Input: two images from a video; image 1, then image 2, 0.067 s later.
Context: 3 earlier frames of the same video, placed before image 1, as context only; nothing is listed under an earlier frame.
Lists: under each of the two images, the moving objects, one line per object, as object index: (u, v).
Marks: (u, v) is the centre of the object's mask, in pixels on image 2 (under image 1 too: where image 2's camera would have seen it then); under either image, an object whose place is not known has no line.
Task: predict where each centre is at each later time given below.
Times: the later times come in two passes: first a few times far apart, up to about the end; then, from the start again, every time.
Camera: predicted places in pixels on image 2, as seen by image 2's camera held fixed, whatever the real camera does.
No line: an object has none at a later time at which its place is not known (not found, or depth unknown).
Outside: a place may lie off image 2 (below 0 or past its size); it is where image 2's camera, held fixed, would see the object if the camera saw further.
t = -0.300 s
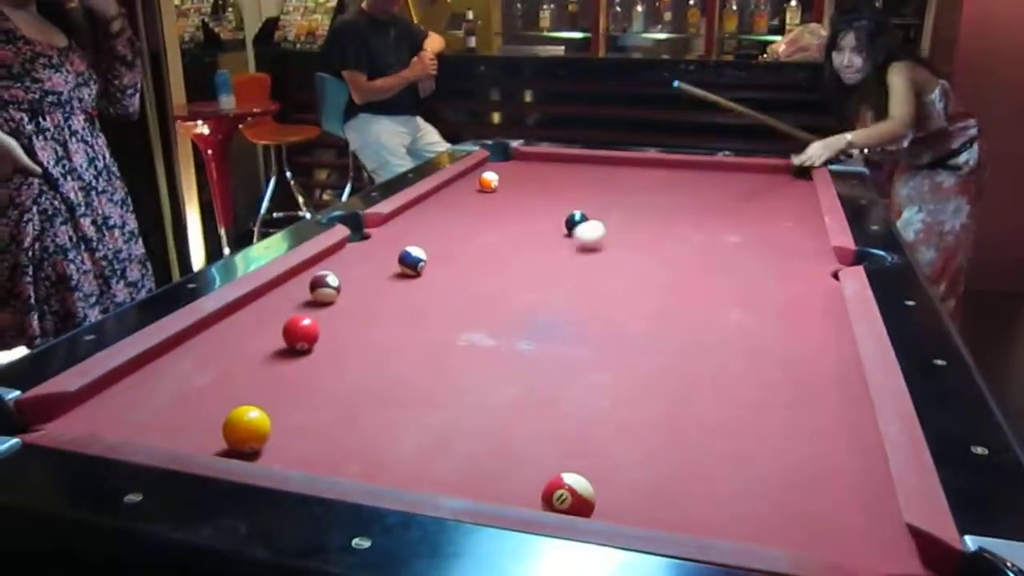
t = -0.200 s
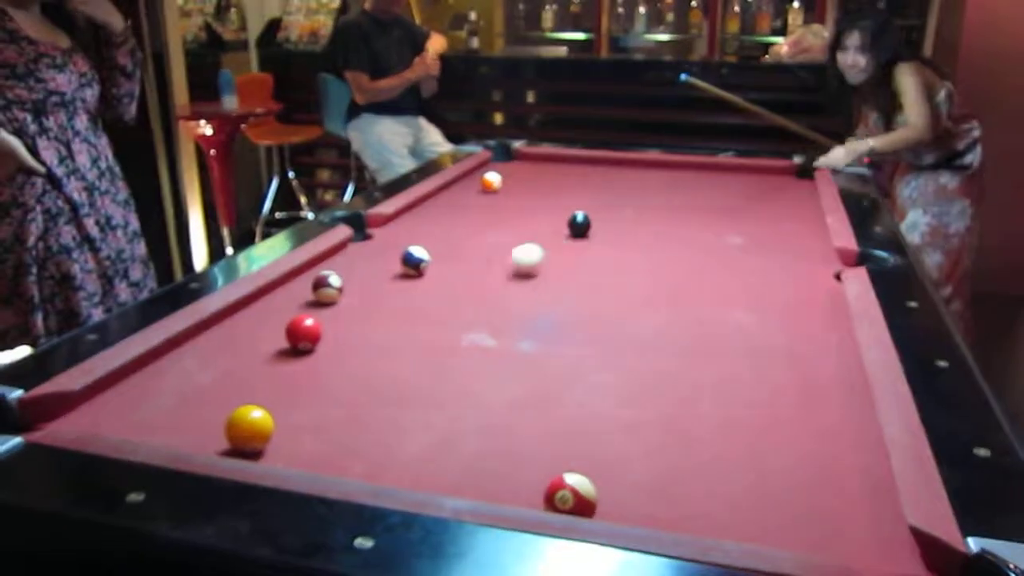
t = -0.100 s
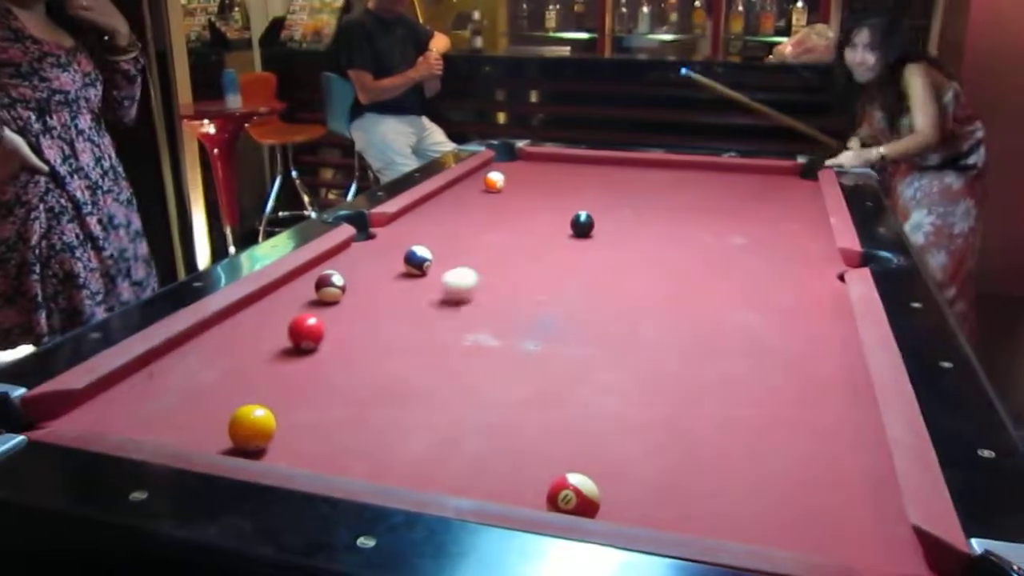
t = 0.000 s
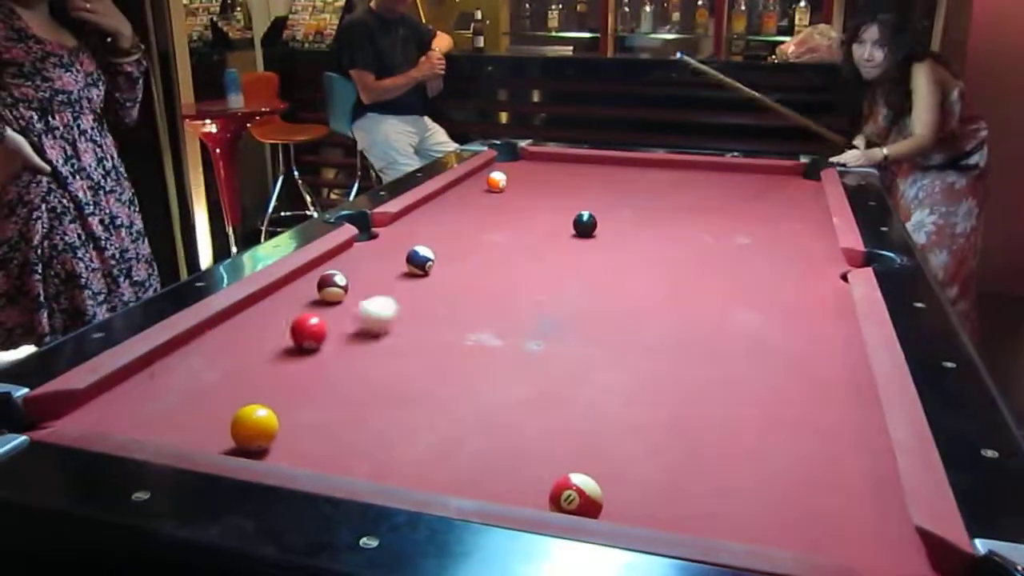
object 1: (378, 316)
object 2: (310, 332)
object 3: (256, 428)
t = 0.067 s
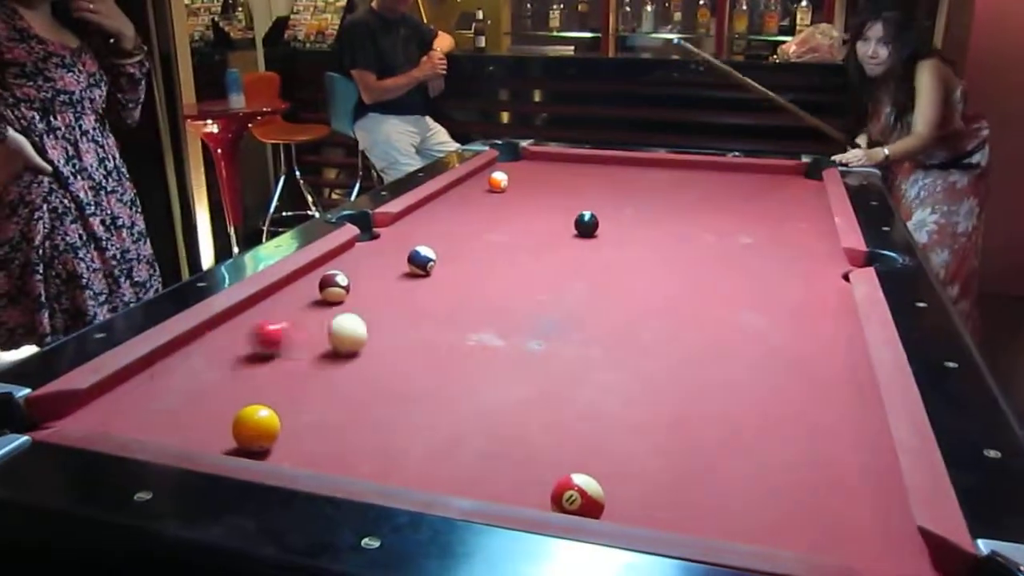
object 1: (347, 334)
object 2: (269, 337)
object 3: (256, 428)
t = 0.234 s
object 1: (317, 382)
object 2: (188, 366)
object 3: (256, 428)
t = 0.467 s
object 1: (311, 435)
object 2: (225, 400)
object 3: (229, 431)
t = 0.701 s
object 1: (364, 454)
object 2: (265, 389)
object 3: (261, 443)
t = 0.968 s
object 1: (456, 439)
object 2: (302, 376)
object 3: (298, 445)
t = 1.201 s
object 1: (526, 427)
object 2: (329, 365)
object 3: (325, 443)
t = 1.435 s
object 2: (351, 356)
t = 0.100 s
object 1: (346, 343)
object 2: (234, 340)
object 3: (256, 428)
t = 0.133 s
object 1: (341, 352)
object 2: (197, 347)
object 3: (256, 428)
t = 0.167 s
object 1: (335, 361)
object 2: (179, 353)
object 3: (256, 428)
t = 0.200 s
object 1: (326, 372)
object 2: (181, 359)
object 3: (256, 428)
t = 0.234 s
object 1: (317, 382)
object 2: (188, 366)
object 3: (256, 428)
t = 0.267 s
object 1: (308, 392)
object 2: (193, 371)
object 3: (256, 429)
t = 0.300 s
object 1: (297, 405)
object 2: (199, 377)
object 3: (256, 428)
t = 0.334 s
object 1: (297, 412)
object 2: (204, 383)
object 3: (243, 434)
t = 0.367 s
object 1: (302, 418)
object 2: (210, 389)
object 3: (223, 438)
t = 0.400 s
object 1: (306, 423)
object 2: (215, 395)
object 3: (222, 437)
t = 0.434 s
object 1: (308, 429)
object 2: (219, 398)
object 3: (225, 434)
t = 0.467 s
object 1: (311, 435)
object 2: (225, 400)
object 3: (229, 431)
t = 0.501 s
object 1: (314, 443)
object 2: (232, 400)
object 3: (233, 435)
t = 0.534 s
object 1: (318, 448)
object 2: (238, 400)
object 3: (237, 438)
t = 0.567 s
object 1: (321, 452)
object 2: (244, 399)
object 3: (241, 441)
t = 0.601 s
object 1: (326, 456)
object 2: (249, 396)
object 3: (245, 443)
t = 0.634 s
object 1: (339, 455)
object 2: (255, 393)
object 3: (250, 443)
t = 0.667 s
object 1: (352, 455)
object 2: (260, 392)
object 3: (255, 444)
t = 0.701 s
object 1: (364, 454)
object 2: (265, 389)
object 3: (261, 443)
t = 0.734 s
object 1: (376, 453)
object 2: (270, 387)
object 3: (266, 444)
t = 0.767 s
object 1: (388, 450)
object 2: (274, 385)
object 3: (270, 444)
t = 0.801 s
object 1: (400, 449)
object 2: (280, 383)
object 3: (275, 444)
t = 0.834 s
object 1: (411, 447)
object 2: (285, 382)
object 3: (280, 444)
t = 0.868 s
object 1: (423, 444)
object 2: (289, 380)
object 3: (284, 444)
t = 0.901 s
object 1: (434, 443)
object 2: (294, 378)
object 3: (289, 445)
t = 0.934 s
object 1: (444, 441)
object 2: (298, 377)
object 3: (293, 445)
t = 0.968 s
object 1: (456, 439)
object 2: (302, 376)
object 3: (298, 445)
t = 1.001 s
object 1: (466, 437)
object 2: (306, 374)
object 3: (302, 445)
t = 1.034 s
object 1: (476, 435)
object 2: (310, 374)
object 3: (306, 445)
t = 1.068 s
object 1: (487, 434)
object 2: (314, 372)
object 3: (310, 445)
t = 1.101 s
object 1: (497, 432)
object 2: (318, 369)
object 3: (314, 443)
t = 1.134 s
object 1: (507, 430)
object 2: (321, 368)
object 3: (318, 443)
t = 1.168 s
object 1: (517, 428)
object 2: (325, 367)
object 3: (321, 443)
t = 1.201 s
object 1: (526, 427)
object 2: (329, 365)
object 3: (325, 443)
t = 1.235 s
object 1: (535, 425)
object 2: (332, 363)
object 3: (328, 442)
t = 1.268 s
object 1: (545, 423)
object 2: (336, 363)
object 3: (331, 442)
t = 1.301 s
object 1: (554, 422)
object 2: (339, 361)
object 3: (335, 442)
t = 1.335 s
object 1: (562, 420)
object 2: (342, 360)
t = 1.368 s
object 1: (572, 419)
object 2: (345, 359)
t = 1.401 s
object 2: (348, 358)
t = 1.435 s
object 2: (351, 356)
